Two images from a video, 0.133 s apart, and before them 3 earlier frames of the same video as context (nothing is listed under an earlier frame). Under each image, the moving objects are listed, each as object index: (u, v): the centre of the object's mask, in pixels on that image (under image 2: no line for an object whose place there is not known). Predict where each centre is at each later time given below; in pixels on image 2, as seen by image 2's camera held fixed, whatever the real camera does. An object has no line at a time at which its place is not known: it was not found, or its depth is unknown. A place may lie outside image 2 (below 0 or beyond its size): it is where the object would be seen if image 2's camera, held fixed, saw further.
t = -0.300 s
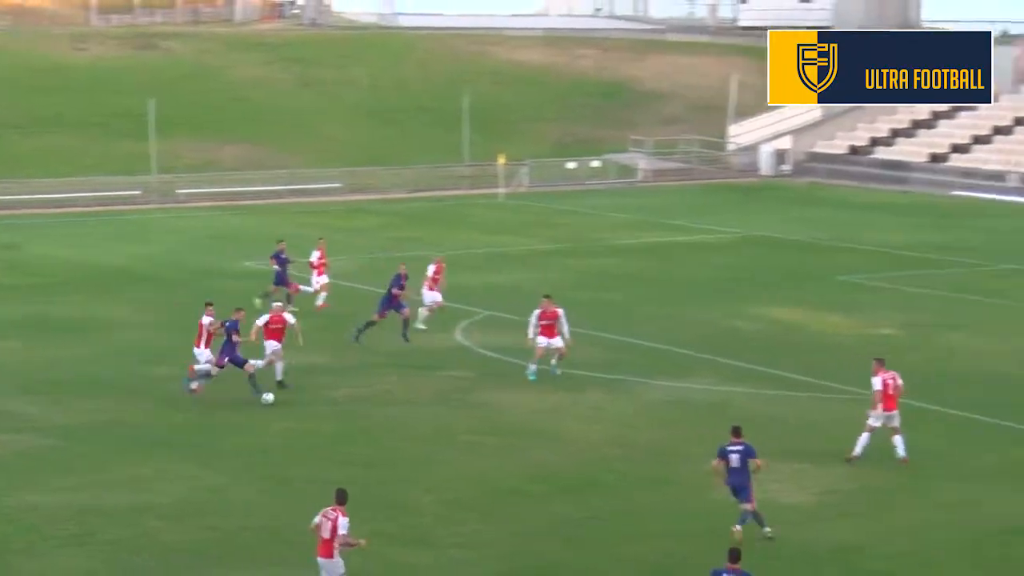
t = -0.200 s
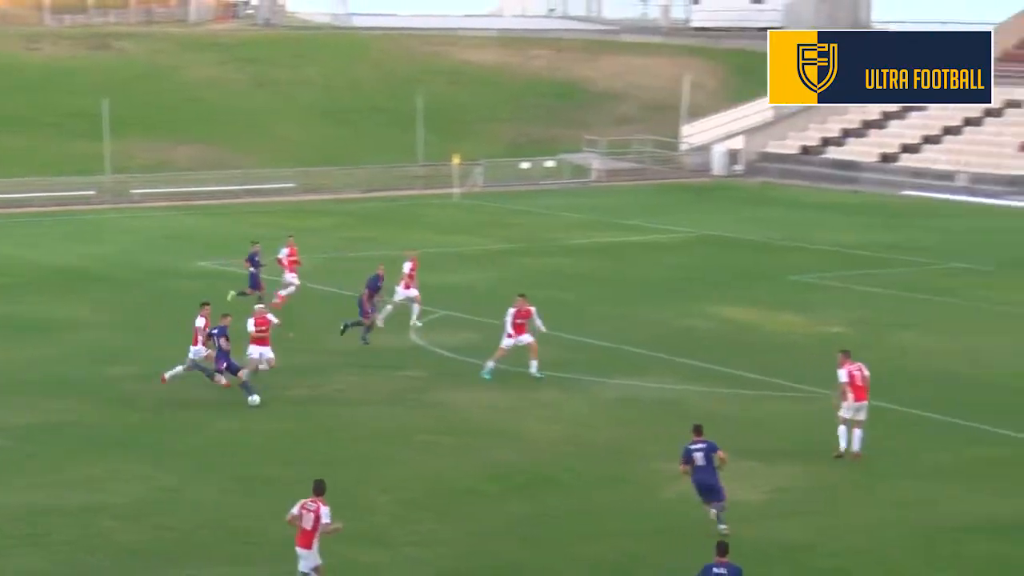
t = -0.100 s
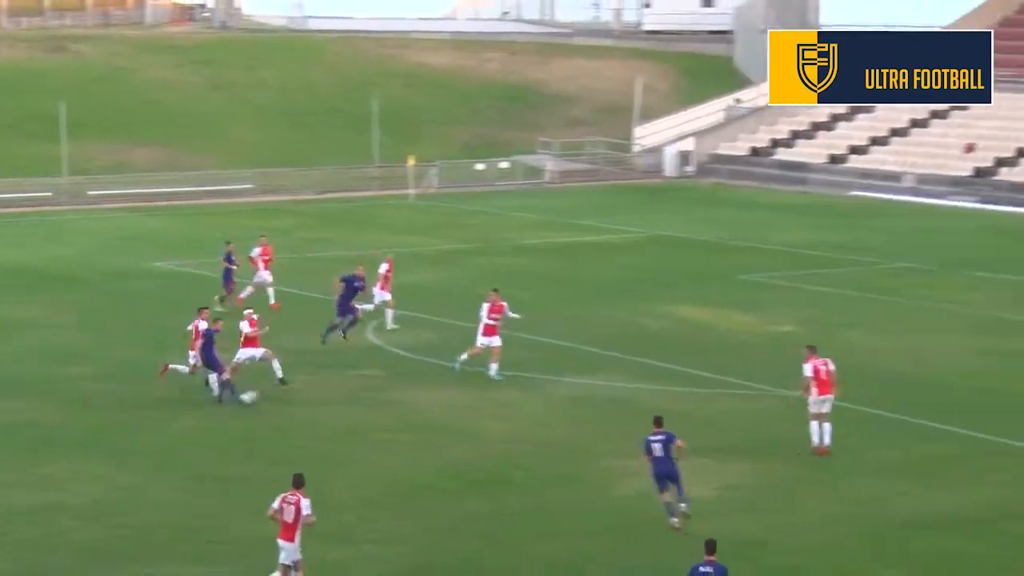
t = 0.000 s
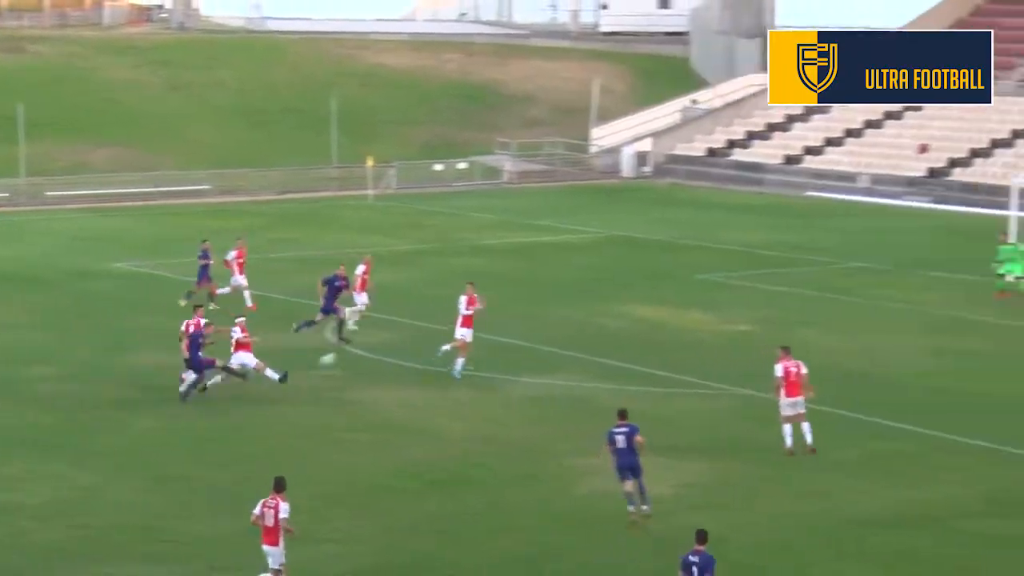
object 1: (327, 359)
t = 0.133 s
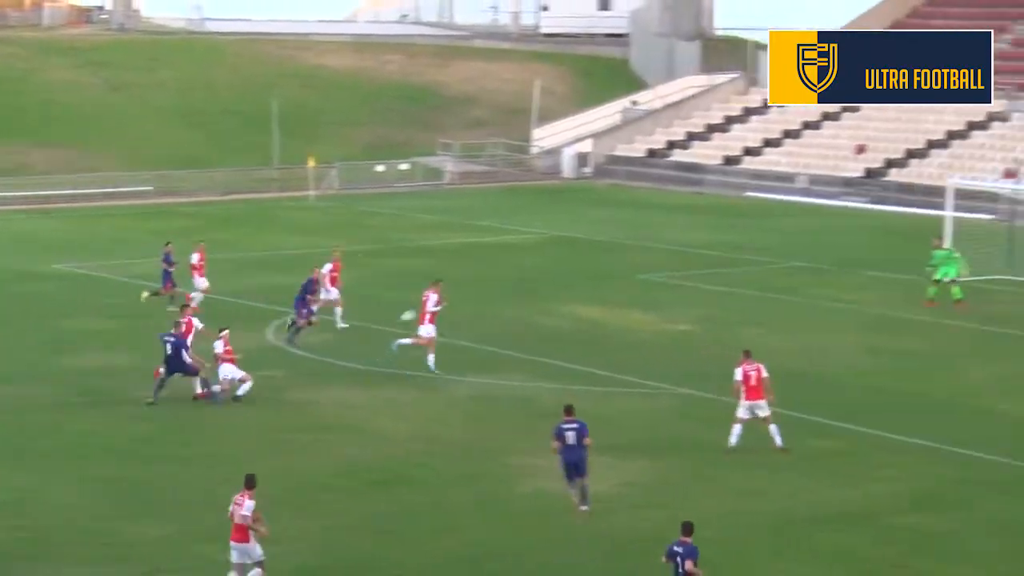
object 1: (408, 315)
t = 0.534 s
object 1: (715, 228)
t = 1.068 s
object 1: (961, 189)
